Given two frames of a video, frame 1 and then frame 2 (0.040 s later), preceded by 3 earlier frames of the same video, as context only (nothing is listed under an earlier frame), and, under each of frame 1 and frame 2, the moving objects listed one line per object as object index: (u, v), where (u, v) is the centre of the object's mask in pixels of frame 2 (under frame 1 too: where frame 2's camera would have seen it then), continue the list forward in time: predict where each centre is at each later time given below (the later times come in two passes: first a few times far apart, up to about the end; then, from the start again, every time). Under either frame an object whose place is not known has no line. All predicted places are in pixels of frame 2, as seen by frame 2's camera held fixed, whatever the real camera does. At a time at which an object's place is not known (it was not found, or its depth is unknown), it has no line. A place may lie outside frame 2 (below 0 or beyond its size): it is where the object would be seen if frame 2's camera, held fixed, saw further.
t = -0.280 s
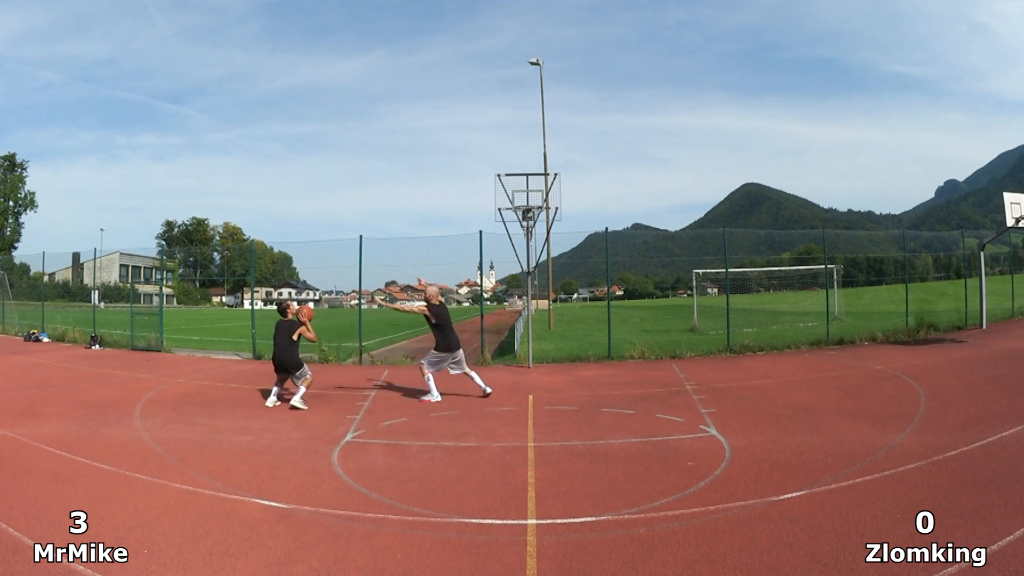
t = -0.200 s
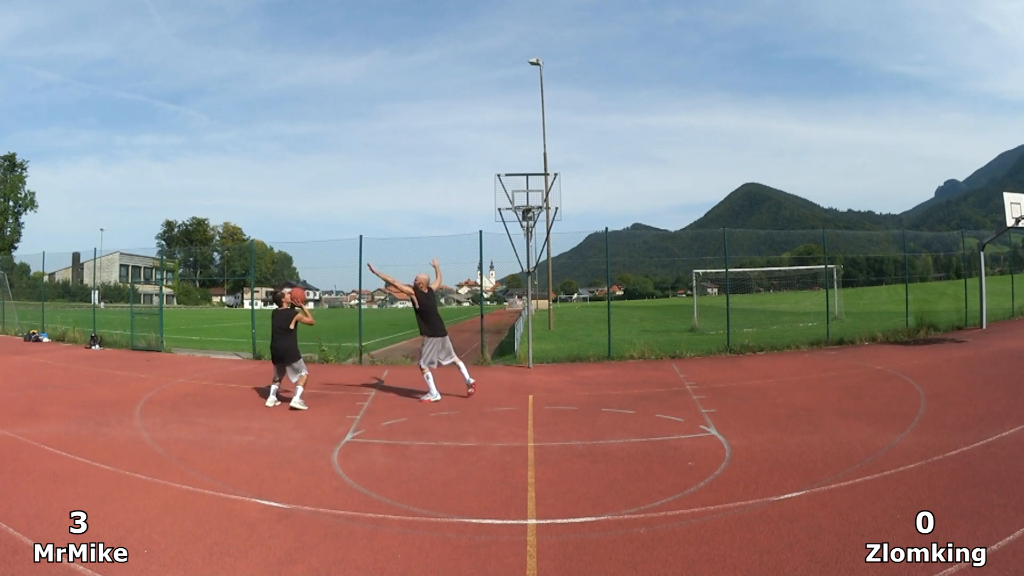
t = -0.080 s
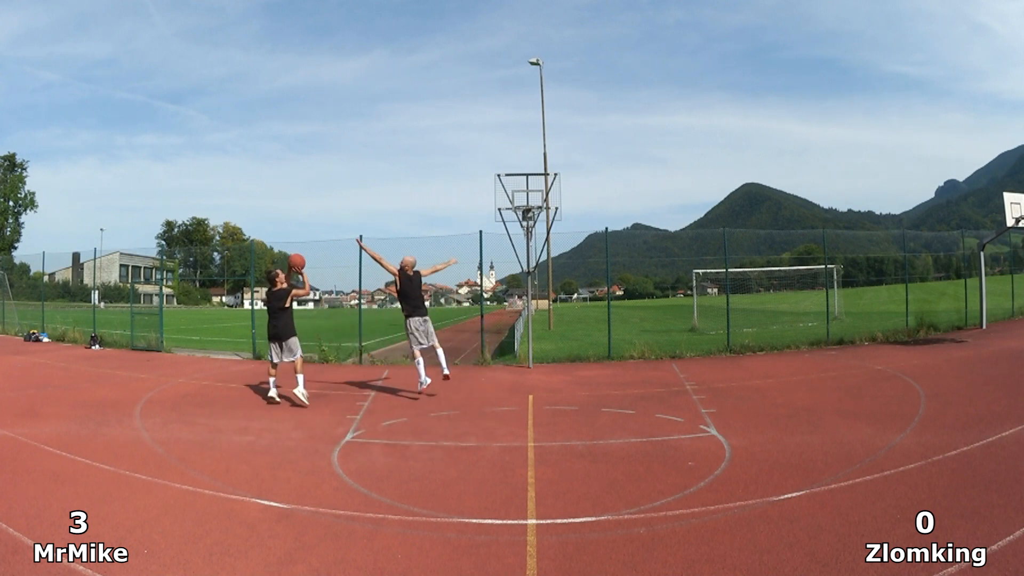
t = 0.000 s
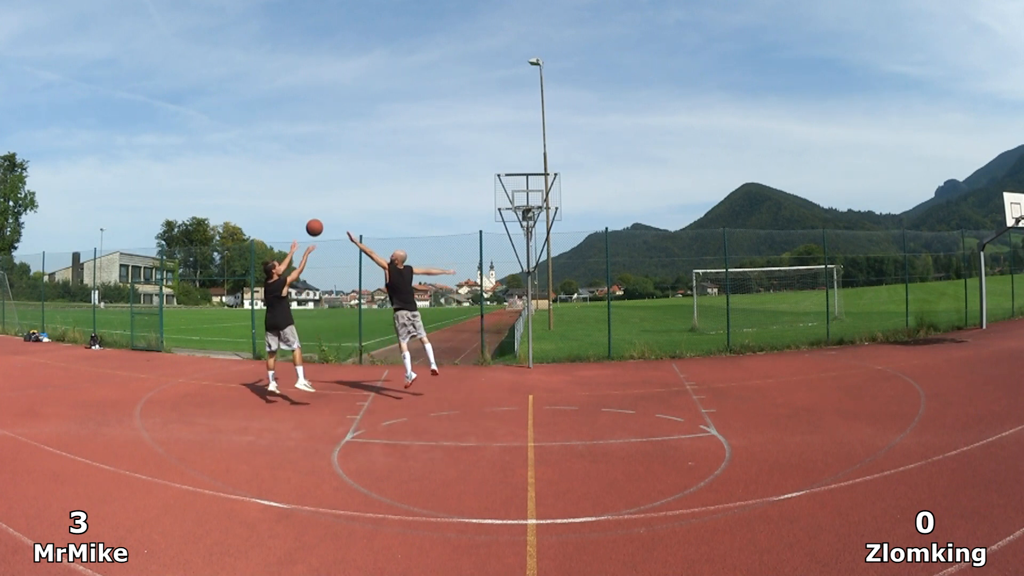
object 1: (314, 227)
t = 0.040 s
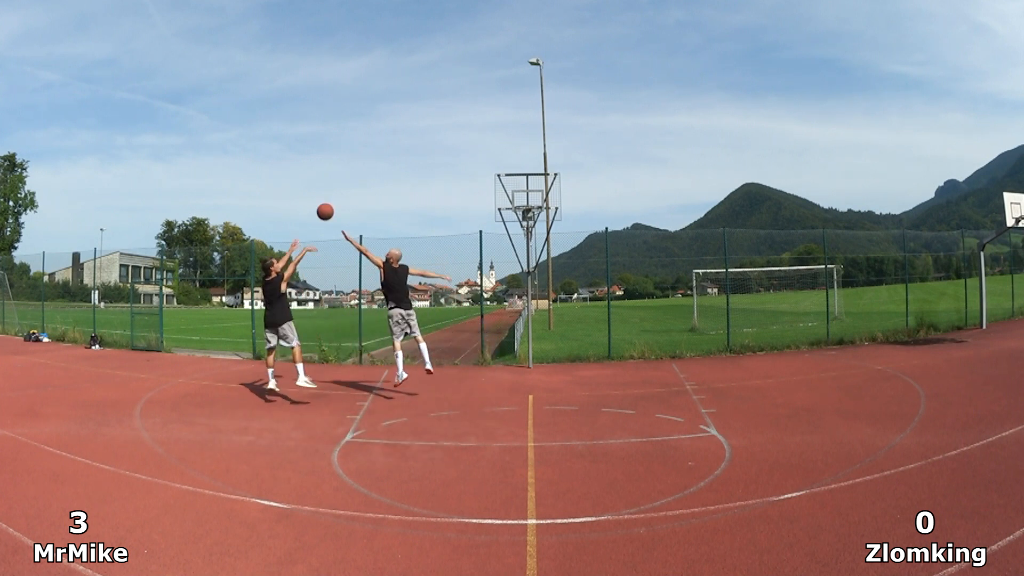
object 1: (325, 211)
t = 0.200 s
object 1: (366, 163)
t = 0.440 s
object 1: (420, 128)
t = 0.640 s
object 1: (461, 128)
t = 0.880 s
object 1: (505, 157)
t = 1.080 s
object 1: (538, 201)
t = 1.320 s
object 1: (511, 189)
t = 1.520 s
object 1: (489, 202)
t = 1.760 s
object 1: (462, 249)
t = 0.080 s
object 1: (336, 197)
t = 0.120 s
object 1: (346, 184)
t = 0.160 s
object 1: (356, 173)
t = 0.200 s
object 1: (366, 163)
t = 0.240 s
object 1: (375, 154)
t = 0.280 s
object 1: (385, 147)
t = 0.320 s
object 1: (394, 140)
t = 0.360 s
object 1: (403, 135)
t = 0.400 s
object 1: (412, 131)
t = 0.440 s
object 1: (420, 128)
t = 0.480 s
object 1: (429, 126)
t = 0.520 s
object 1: (437, 125)
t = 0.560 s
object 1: (445, 125)
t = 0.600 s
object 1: (453, 126)
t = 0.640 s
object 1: (461, 128)
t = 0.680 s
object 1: (468, 131)
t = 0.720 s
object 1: (476, 134)
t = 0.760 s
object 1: (483, 139)
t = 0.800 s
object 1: (490, 144)
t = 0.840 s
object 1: (498, 150)
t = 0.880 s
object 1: (505, 157)
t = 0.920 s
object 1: (512, 165)
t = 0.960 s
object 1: (519, 173)
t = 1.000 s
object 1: (525, 183)
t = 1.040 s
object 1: (532, 193)
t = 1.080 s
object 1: (538, 201)
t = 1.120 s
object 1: (533, 198)
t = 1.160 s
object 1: (528, 194)
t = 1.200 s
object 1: (524, 191)
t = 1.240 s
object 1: (519, 190)
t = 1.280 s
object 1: (515, 189)
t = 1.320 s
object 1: (511, 189)
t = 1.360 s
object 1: (506, 189)
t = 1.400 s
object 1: (502, 191)
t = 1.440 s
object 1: (497, 194)
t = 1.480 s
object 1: (493, 197)
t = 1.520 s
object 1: (489, 202)
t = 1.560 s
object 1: (484, 207)
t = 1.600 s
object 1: (480, 213)
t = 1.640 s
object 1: (475, 221)
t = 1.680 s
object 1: (471, 229)
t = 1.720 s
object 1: (466, 239)
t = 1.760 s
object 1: (462, 249)
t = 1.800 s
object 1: (458, 261)
